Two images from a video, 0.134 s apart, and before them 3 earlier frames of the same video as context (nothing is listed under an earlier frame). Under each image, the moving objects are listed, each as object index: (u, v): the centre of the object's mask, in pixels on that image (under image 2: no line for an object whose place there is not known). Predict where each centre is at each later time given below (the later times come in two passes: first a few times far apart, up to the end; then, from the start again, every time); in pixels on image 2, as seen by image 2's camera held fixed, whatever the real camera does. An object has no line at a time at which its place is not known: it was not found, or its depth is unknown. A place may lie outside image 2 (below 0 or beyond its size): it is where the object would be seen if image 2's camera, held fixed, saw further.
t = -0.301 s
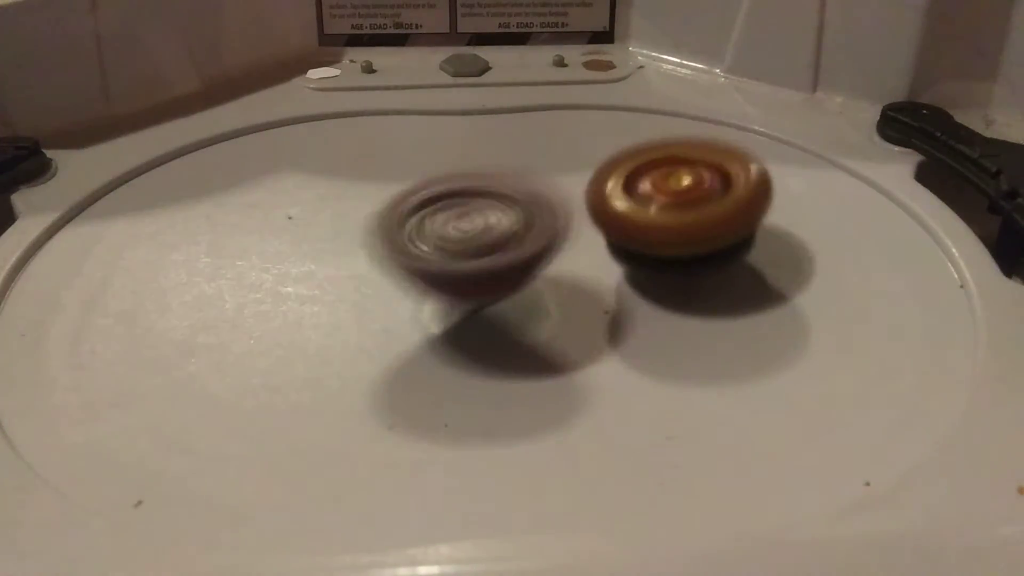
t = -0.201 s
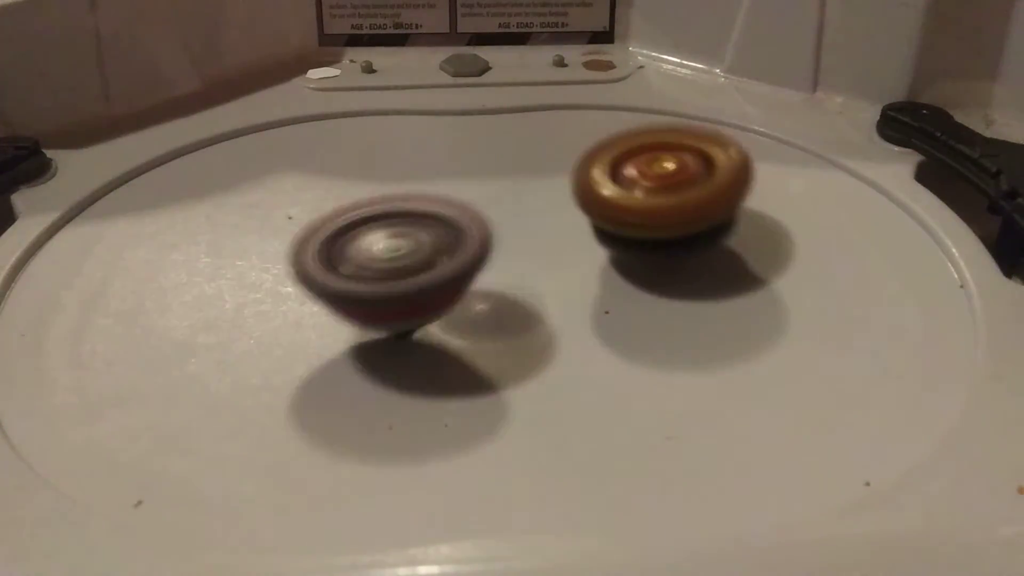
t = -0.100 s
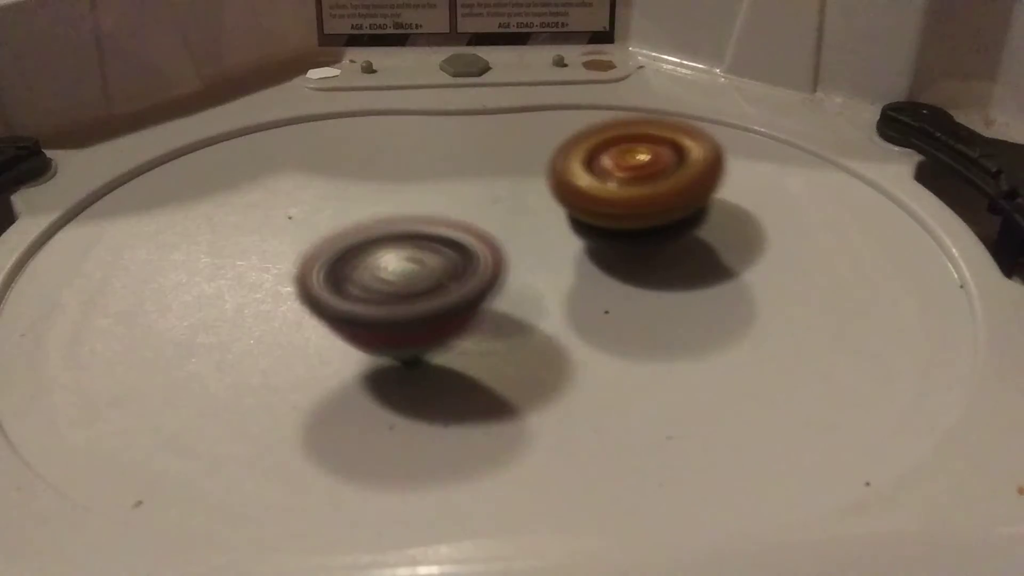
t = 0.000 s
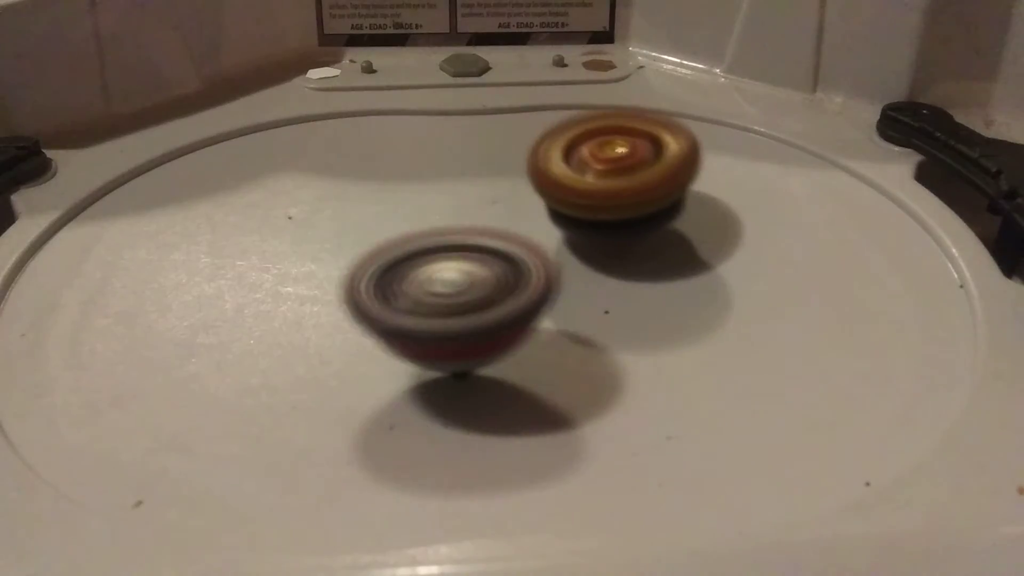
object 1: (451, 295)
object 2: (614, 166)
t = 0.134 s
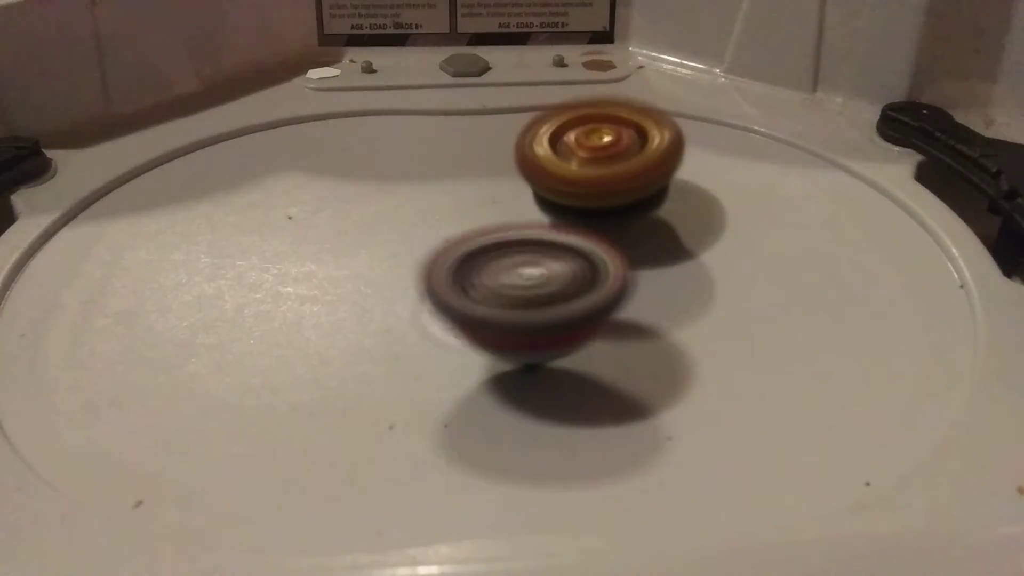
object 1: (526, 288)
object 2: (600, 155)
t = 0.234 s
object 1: (571, 277)
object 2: (597, 148)
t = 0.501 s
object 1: (550, 258)
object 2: (569, 152)
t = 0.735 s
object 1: (535, 265)
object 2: (519, 161)
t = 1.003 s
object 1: (574, 267)
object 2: (433, 193)
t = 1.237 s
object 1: (591, 256)
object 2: (317, 189)
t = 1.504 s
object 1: (540, 236)
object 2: (322, 180)
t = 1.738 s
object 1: (609, 258)
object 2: (330, 221)
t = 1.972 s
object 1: (704, 209)
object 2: (279, 231)
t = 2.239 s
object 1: (670, 183)
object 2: (321, 255)
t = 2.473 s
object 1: (593, 199)
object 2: (383, 296)
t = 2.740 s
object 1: (553, 252)
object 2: (376, 332)
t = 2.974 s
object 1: (579, 256)
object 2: (384, 311)
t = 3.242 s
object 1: (629, 212)
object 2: (444, 260)
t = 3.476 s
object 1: (661, 146)
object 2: (528, 265)
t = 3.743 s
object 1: (597, 134)
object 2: (569, 262)
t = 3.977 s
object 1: (520, 164)
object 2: (585, 266)
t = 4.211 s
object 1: (425, 194)
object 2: (553, 277)
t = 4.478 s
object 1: (346, 227)
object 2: (554, 258)
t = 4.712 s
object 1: (374, 267)
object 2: (587, 238)
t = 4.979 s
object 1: (442, 288)
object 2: (629, 231)
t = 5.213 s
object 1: (461, 290)
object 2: (638, 222)
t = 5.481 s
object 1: (441, 276)
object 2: (607, 209)
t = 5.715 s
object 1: (397, 268)
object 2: (577, 193)
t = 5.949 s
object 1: (383, 254)
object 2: (561, 187)
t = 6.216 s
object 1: (331, 263)
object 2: (562, 192)
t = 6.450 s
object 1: (327, 283)
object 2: (564, 218)
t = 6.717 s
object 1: (364, 297)
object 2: (532, 211)
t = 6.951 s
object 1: (398, 294)
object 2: (556, 216)
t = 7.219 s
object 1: (403, 287)
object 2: (576, 222)
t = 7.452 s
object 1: (335, 285)
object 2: (611, 222)
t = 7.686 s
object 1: (323, 279)
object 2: (597, 232)
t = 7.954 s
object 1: (345, 257)
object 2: (541, 221)
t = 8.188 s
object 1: (359, 241)
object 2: (540, 201)
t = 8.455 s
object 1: (383, 231)
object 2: (573, 200)
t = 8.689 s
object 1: (382, 238)
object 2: (579, 225)
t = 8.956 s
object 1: (340, 262)
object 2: (566, 245)
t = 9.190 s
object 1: (352, 278)
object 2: (545, 228)
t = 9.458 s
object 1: (390, 278)
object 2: (566, 226)
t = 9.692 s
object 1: (399, 271)
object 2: (584, 226)
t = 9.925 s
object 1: (384, 268)
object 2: (601, 220)
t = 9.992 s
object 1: (379, 268)
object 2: (609, 218)
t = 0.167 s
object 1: (544, 285)
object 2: (597, 151)
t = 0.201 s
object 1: (560, 282)
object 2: (596, 149)
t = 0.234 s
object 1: (571, 277)
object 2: (597, 148)
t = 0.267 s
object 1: (580, 270)
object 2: (596, 147)
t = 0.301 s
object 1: (583, 265)
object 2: (596, 148)
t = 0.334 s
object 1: (583, 260)
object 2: (596, 148)
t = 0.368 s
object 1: (580, 255)
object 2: (594, 148)
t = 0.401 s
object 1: (576, 251)
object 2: (589, 150)
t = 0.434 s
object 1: (568, 254)
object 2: (583, 150)
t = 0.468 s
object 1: (559, 256)
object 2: (575, 151)
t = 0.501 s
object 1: (550, 258)
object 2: (569, 152)
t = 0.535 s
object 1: (544, 258)
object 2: (564, 152)
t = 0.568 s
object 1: (538, 257)
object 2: (557, 153)
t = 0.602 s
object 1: (534, 257)
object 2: (551, 154)
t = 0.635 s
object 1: (533, 261)
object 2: (544, 156)
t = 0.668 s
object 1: (532, 265)
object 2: (536, 159)
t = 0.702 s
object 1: (533, 265)
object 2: (528, 161)
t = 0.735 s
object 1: (535, 265)
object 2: (519, 161)
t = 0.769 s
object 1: (539, 266)
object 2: (508, 162)
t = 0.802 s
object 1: (544, 267)
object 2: (498, 163)
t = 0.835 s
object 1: (549, 269)
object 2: (489, 165)
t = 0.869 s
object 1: (554, 269)
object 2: (481, 168)
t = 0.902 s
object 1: (561, 270)
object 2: (472, 173)
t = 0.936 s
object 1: (565, 268)
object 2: (462, 178)
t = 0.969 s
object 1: (567, 266)
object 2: (450, 186)
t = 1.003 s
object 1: (574, 267)
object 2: (433, 193)
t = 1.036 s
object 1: (578, 268)
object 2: (416, 198)
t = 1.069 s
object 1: (580, 268)
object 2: (398, 199)
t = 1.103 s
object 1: (586, 268)
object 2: (379, 200)
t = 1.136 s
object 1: (590, 265)
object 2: (360, 199)
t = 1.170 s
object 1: (591, 262)
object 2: (343, 196)
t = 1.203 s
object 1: (591, 260)
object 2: (328, 192)
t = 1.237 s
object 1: (591, 256)
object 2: (317, 189)
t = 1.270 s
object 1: (588, 252)
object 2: (309, 186)
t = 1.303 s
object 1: (582, 249)
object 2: (305, 182)
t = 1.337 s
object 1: (577, 246)
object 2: (304, 181)
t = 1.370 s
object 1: (570, 242)
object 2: (303, 178)
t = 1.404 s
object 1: (562, 240)
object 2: (305, 176)
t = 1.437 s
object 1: (553, 237)
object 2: (309, 177)
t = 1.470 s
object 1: (543, 235)
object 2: (315, 179)
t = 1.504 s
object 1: (540, 236)
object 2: (322, 180)
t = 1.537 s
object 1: (542, 242)
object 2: (328, 185)
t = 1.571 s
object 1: (544, 251)
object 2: (337, 191)
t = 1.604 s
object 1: (542, 257)
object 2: (348, 195)
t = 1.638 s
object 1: (540, 257)
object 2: (356, 204)
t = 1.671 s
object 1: (540, 256)
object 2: (361, 214)
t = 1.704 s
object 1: (570, 257)
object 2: (350, 219)
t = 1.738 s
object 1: (609, 258)
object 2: (330, 221)
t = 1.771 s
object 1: (639, 255)
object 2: (316, 223)
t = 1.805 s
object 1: (661, 248)
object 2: (306, 224)
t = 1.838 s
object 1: (677, 240)
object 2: (297, 224)
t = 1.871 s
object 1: (688, 232)
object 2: (287, 227)
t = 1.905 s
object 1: (696, 224)
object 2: (281, 228)
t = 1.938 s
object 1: (701, 216)
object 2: (279, 230)
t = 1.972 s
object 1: (704, 209)
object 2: (279, 231)
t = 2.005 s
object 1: (704, 202)
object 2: (280, 233)
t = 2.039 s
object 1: (702, 197)
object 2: (280, 232)
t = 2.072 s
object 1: (698, 193)
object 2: (282, 235)
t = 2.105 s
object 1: (694, 189)
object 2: (287, 237)
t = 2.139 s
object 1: (689, 187)
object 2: (294, 241)
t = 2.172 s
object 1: (684, 185)
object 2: (304, 246)
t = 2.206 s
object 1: (677, 184)
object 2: (313, 251)
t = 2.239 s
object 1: (670, 183)
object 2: (321, 255)
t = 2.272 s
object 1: (661, 184)
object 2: (330, 259)
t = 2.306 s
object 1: (652, 184)
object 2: (340, 264)
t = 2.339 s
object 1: (641, 186)
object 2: (351, 271)
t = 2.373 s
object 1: (629, 187)
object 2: (361, 277)
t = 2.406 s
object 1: (616, 191)
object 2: (370, 284)
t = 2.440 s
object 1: (604, 195)
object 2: (377, 290)
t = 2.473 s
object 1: (593, 199)
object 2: (383, 296)
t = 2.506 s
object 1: (580, 204)
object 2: (386, 303)
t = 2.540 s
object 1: (568, 209)
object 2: (389, 309)
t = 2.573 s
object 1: (556, 216)
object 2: (391, 318)
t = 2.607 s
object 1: (547, 222)
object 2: (392, 327)
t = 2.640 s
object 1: (538, 229)
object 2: (394, 322)
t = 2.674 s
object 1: (537, 238)
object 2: (392, 327)
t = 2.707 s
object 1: (547, 247)
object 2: (383, 332)
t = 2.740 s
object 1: (553, 252)
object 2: (376, 332)
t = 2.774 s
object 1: (558, 253)
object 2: (370, 333)
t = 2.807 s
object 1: (561, 254)
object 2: (365, 336)
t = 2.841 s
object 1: (565, 256)
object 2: (363, 335)
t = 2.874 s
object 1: (569, 257)
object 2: (365, 327)
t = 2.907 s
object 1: (572, 257)
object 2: (369, 326)
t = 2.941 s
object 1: (575, 258)
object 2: (376, 319)
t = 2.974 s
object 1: (579, 256)
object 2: (384, 311)
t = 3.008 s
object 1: (598, 251)
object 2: (382, 306)
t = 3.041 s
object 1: (611, 246)
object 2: (383, 302)
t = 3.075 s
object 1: (618, 240)
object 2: (387, 295)
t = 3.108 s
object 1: (624, 234)
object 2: (395, 289)
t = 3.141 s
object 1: (627, 228)
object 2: (406, 281)
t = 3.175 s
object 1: (628, 223)
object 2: (418, 273)
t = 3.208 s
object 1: (628, 218)
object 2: (432, 268)
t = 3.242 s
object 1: (629, 212)
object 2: (444, 260)
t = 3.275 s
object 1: (650, 197)
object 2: (445, 265)
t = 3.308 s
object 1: (662, 184)
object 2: (453, 272)
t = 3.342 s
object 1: (666, 175)
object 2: (465, 272)
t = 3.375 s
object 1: (666, 167)
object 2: (478, 272)
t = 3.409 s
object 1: (666, 160)
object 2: (495, 271)
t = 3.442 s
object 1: (664, 152)
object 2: (513, 269)
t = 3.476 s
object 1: (661, 146)
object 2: (528, 265)
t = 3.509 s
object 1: (657, 140)
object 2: (539, 262)
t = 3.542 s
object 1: (651, 136)
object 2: (543, 262)
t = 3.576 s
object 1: (644, 133)
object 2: (545, 264)
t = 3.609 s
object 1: (636, 131)
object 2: (548, 266)
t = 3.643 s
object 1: (627, 130)
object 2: (554, 264)
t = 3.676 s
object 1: (618, 130)
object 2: (559, 263)
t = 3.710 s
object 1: (608, 131)
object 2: (564, 262)
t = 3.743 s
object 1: (597, 134)
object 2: (569, 262)
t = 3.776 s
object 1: (586, 136)
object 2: (572, 262)
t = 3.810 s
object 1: (575, 140)
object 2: (575, 262)
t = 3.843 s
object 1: (565, 144)
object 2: (578, 262)
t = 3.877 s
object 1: (553, 149)
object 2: (580, 262)
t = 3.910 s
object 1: (543, 155)
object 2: (582, 261)
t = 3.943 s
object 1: (532, 160)
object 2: (585, 262)
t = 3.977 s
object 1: (520, 164)
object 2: (585, 266)
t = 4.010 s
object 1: (507, 168)
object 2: (585, 271)
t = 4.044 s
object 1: (493, 173)
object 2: (583, 276)
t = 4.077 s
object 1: (479, 177)
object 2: (578, 278)
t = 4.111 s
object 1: (465, 182)
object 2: (570, 279)
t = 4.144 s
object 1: (453, 187)
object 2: (562, 279)
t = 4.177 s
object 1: (441, 192)
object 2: (554, 279)
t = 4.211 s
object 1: (425, 194)
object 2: (553, 277)
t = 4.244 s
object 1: (409, 196)
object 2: (552, 277)
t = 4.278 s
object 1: (396, 199)
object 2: (550, 275)
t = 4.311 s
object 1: (383, 202)
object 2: (548, 273)
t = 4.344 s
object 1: (372, 207)
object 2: (547, 269)
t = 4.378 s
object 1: (362, 211)
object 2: (548, 266)
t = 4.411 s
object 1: (354, 216)
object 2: (549, 262)
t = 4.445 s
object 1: (350, 222)
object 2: (551, 261)
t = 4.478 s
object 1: (346, 227)
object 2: (554, 258)
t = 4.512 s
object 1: (345, 233)
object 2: (559, 255)
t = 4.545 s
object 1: (344, 239)
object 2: (564, 250)
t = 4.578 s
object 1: (345, 246)
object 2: (569, 246)
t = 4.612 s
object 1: (349, 251)
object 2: (574, 243)
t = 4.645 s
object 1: (355, 257)
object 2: (579, 241)
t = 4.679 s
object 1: (363, 263)
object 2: (583, 239)
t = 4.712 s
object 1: (374, 267)
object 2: (587, 238)
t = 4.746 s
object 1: (386, 271)
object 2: (590, 239)
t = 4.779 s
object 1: (400, 274)
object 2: (593, 237)
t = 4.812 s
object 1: (406, 278)
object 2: (599, 235)
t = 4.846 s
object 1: (409, 283)
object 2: (608, 232)
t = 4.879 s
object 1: (416, 285)
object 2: (616, 231)
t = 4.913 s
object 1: (425, 287)
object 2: (622, 231)
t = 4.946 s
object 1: (433, 288)
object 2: (627, 231)
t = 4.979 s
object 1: (442, 288)
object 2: (629, 231)
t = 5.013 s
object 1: (450, 288)
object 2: (630, 232)
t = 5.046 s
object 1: (455, 288)
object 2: (631, 232)
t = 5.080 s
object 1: (458, 288)
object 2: (633, 229)
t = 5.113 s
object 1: (461, 288)
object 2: (633, 229)
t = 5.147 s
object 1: (460, 289)
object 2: (635, 225)
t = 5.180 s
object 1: (460, 290)
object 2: (637, 223)
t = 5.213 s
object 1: (461, 290)
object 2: (638, 222)
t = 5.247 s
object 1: (462, 289)
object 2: (638, 219)
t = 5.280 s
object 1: (462, 289)
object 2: (636, 219)
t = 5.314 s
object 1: (461, 287)
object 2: (633, 218)
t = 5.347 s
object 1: (460, 285)
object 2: (629, 216)
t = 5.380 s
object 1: (457, 282)
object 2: (624, 215)
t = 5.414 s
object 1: (455, 279)
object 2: (618, 213)
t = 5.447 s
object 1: (449, 277)
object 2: (611, 211)
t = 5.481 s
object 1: (441, 276)
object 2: (607, 209)
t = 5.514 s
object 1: (433, 275)
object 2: (602, 205)
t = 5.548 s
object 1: (426, 274)
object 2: (598, 203)
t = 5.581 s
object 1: (420, 273)
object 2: (594, 201)
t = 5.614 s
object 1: (413, 272)
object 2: (590, 200)
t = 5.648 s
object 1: (408, 271)
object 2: (586, 196)
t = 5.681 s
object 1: (402, 270)
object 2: (581, 195)
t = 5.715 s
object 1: (397, 268)
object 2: (577, 193)
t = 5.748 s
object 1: (393, 266)
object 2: (573, 190)
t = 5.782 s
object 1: (389, 264)
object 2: (570, 188)
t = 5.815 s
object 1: (387, 262)
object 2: (568, 187)
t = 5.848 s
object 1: (385, 260)
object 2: (567, 186)
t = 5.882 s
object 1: (383, 258)
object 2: (565, 187)
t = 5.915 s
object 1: (383, 256)
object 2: (563, 187)
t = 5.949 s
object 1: (383, 254)
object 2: (561, 187)
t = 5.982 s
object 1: (384, 252)
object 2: (558, 188)
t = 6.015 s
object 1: (385, 249)
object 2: (554, 190)
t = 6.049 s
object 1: (384, 248)
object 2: (549, 194)
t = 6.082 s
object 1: (380, 248)
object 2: (547, 195)
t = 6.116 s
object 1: (378, 248)
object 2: (545, 195)
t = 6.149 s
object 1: (369, 250)
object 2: (546, 196)
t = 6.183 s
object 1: (346, 258)
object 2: (554, 192)
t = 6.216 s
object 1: (331, 263)
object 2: (562, 192)
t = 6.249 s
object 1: (322, 267)
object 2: (568, 193)
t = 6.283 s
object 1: (318, 271)
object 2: (572, 195)
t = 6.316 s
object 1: (315, 274)
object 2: (574, 200)
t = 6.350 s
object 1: (316, 277)
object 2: (575, 204)
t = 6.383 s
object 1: (318, 279)
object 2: (574, 209)
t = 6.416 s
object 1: (321, 281)
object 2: (570, 213)
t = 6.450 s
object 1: (327, 283)
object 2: (564, 218)
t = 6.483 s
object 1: (335, 285)
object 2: (556, 224)
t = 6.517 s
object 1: (343, 286)
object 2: (548, 227)
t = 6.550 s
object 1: (353, 286)
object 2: (539, 229)
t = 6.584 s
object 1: (360, 286)
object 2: (530, 226)
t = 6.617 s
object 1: (356, 290)
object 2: (525, 219)
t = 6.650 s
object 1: (354, 293)
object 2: (522, 212)
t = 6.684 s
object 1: (358, 296)
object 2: (525, 211)
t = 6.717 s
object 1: (364, 297)
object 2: (532, 211)
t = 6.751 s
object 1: (372, 297)
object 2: (536, 212)
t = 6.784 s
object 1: (383, 295)
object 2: (540, 213)
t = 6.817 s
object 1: (392, 292)
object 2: (544, 214)
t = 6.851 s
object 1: (399, 290)
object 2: (546, 216)
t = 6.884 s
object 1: (397, 291)
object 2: (551, 217)
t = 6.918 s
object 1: (396, 293)
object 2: (553, 216)
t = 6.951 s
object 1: (398, 294)
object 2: (556, 216)
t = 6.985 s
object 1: (401, 294)
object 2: (559, 217)
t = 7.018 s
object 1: (407, 293)
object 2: (561, 218)
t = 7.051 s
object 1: (410, 291)
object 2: (563, 219)
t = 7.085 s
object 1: (408, 291)
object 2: (567, 219)
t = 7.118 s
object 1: (405, 291)
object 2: (570, 219)
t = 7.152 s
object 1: (403, 290)
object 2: (573, 220)
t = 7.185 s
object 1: (403, 289)
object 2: (576, 221)
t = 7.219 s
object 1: (403, 287)
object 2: (576, 222)
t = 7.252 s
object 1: (403, 284)
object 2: (576, 225)
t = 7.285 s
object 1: (396, 281)
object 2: (577, 225)
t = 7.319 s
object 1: (379, 284)
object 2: (586, 224)
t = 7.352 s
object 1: (367, 285)
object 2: (594, 221)
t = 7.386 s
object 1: (356, 285)
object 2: (601, 221)
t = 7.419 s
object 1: (345, 285)
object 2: (607, 221)
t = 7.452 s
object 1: (335, 285)
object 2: (611, 222)
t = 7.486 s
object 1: (326, 286)
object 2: (615, 222)
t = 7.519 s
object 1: (321, 285)
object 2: (616, 224)
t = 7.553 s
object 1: (316, 285)
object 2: (616, 226)
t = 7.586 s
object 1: (316, 284)
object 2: (614, 228)
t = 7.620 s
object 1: (316, 283)
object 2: (610, 229)
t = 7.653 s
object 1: (319, 281)
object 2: (604, 231)
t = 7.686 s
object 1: (323, 279)
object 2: (597, 232)
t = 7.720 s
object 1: (328, 276)
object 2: (588, 233)
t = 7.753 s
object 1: (334, 273)
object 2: (579, 234)
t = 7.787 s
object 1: (342, 269)
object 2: (570, 234)
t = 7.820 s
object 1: (350, 266)
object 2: (560, 232)
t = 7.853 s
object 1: (357, 262)
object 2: (551, 230)
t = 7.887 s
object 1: (353, 260)
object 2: (546, 227)
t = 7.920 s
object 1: (348, 258)
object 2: (544, 225)
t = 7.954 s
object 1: (345, 257)
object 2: (541, 221)
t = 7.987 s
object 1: (344, 254)
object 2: (540, 219)
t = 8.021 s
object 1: (344, 252)
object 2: (538, 217)
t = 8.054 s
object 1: (346, 250)
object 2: (537, 213)
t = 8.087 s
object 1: (349, 247)
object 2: (536, 209)
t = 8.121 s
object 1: (354, 244)
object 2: (536, 206)
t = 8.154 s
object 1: (358, 242)
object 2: (536, 204)
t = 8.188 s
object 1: (359, 241)
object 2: (540, 201)
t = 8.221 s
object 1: (363, 239)
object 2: (543, 197)
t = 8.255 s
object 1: (368, 238)
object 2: (547, 196)
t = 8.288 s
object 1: (374, 236)
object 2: (550, 195)
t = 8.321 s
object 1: (379, 234)
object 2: (555, 195)
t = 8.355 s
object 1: (382, 232)
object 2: (560, 195)
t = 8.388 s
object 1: (385, 231)
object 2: (564, 196)
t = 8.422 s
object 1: (384, 231)
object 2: (569, 197)
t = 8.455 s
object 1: (383, 231)
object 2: (573, 200)
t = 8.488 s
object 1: (383, 231)
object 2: (577, 203)
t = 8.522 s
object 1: (386, 232)
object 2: (579, 207)
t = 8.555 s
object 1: (389, 232)
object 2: (579, 211)
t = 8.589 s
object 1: (388, 233)
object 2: (579, 214)
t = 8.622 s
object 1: (385, 235)
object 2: (580, 219)
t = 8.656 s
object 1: (383, 236)
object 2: (580, 223)
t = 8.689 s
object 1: (382, 238)
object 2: (579, 225)
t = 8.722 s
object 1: (378, 240)
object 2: (578, 231)
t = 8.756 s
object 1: (376, 242)
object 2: (576, 233)
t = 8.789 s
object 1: (365, 246)
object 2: (577, 237)
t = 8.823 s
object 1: (356, 249)
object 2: (578, 239)
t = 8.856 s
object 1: (349, 252)
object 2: (577, 240)
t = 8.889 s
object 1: (344, 256)
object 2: (575, 243)
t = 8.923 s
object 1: (341, 259)
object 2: (571, 244)
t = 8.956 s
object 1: (340, 262)
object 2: (566, 245)
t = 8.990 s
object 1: (340, 265)
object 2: (560, 246)
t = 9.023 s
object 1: (343, 267)
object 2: (554, 247)
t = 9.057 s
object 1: (346, 269)
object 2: (548, 247)
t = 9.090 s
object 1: (345, 272)
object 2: (547, 246)
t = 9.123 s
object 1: (346, 275)
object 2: (545, 240)
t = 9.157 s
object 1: (348, 277)
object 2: (544, 232)
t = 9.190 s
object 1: (352, 278)
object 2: (545, 228)
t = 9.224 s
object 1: (358, 279)
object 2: (547, 227)
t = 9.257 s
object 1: (364, 280)
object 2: (549, 228)
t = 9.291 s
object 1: (372, 279)
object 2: (550, 228)
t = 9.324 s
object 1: (374, 279)
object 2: (553, 228)
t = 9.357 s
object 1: (377, 279)
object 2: (557, 227)
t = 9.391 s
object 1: (381, 280)
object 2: (561, 226)
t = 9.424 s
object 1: (385, 279)
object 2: (564, 226)
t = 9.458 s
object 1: (390, 278)
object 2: (566, 226)
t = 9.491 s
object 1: (394, 277)
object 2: (569, 224)
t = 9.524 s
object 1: (394, 277)
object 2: (574, 224)
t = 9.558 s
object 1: (394, 276)
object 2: (578, 225)
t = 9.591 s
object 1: (394, 276)
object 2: (581, 223)
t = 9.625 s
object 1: (396, 274)
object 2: (583, 224)
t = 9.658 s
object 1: (398, 273)
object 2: (585, 226)
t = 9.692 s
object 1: (399, 271)
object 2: (584, 226)
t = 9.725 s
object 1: (398, 270)
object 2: (586, 226)
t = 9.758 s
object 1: (397, 269)
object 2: (587, 226)
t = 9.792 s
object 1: (398, 267)
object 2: (588, 227)
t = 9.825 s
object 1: (400, 265)
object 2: (588, 228)
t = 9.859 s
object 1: (395, 265)
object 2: (590, 226)
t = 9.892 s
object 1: (388, 267)
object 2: (596, 223)
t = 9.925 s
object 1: (384, 268)
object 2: (601, 220)
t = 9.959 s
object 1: (381, 268)
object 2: (606, 219)
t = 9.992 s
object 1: (379, 268)
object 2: (609, 218)
